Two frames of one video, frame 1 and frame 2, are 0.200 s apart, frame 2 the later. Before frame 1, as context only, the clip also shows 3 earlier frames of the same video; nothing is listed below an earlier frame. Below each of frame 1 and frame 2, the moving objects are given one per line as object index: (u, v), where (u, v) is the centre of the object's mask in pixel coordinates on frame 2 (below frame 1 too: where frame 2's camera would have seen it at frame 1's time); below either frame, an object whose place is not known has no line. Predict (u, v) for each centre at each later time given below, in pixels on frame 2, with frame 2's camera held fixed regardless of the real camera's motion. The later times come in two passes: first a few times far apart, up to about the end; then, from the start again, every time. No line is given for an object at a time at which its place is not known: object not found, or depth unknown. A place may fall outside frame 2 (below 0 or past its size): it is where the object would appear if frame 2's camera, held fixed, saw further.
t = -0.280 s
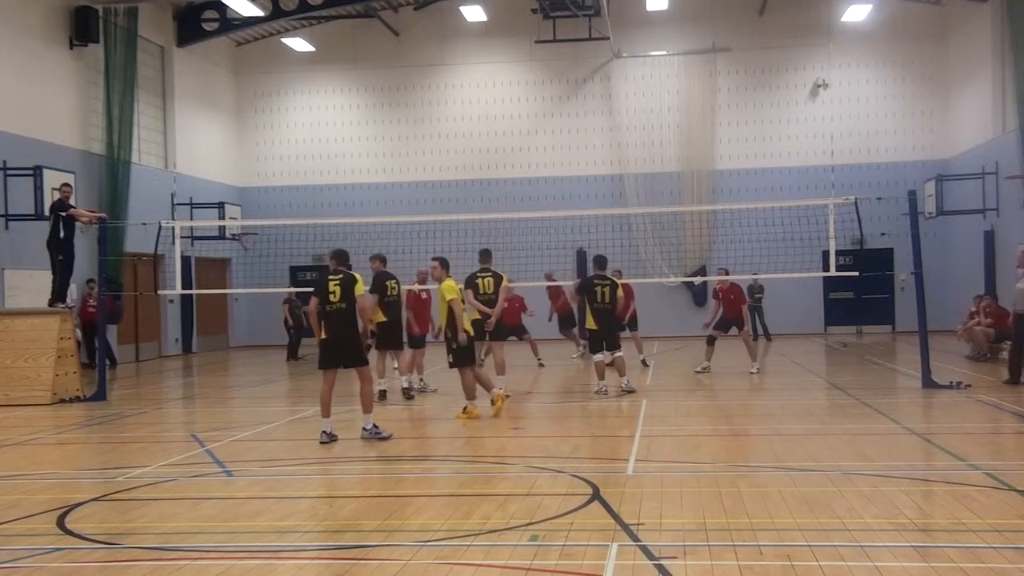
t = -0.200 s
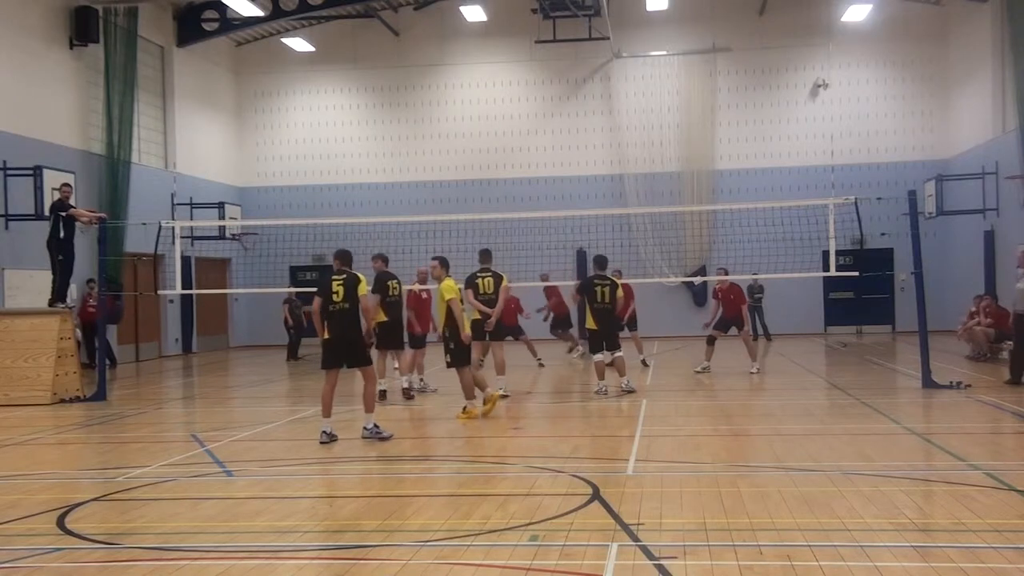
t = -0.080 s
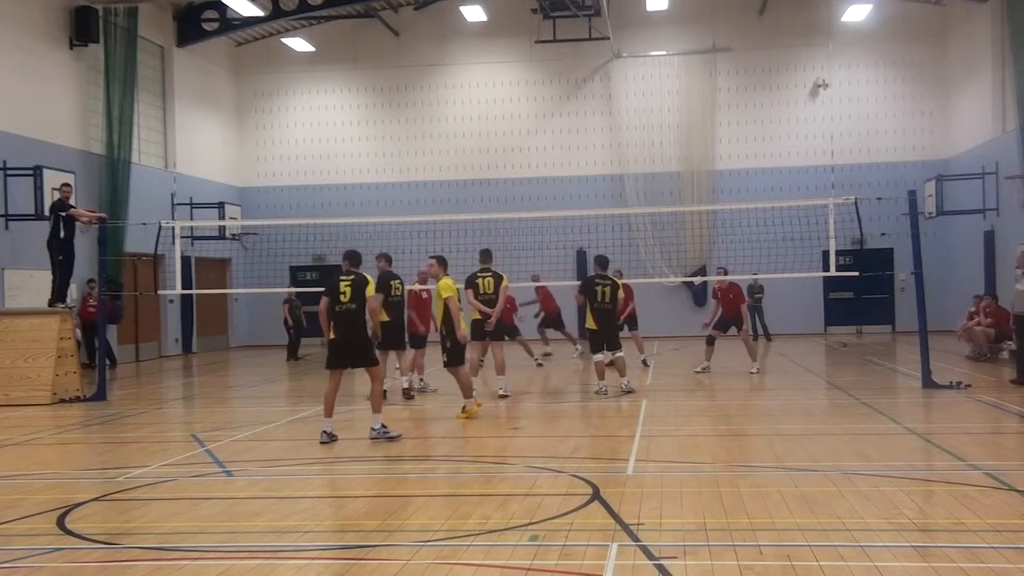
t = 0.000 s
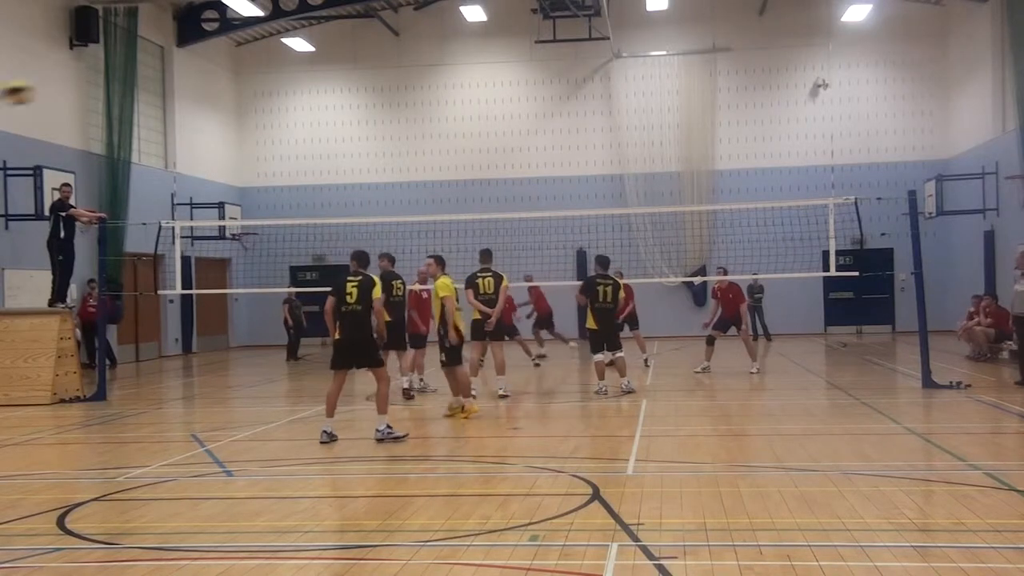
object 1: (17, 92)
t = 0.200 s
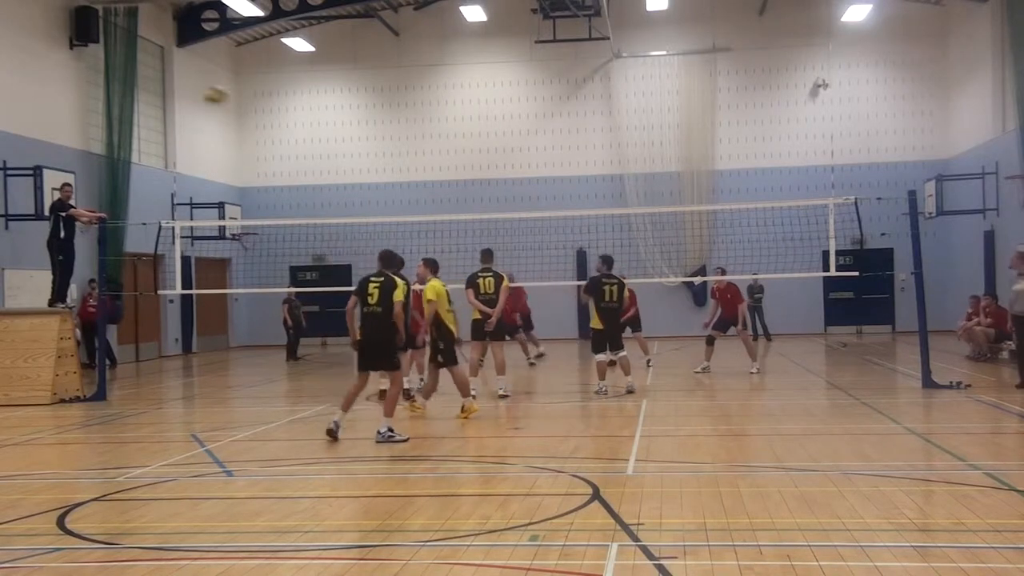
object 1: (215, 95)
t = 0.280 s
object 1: (271, 108)
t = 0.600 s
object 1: (416, 185)
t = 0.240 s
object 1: (244, 101)
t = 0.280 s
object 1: (271, 108)
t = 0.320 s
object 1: (296, 116)
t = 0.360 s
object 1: (317, 123)
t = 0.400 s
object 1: (337, 133)
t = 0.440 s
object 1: (355, 142)
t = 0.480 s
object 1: (372, 152)
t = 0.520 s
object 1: (388, 162)
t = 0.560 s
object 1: (403, 174)
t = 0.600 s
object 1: (416, 185)
